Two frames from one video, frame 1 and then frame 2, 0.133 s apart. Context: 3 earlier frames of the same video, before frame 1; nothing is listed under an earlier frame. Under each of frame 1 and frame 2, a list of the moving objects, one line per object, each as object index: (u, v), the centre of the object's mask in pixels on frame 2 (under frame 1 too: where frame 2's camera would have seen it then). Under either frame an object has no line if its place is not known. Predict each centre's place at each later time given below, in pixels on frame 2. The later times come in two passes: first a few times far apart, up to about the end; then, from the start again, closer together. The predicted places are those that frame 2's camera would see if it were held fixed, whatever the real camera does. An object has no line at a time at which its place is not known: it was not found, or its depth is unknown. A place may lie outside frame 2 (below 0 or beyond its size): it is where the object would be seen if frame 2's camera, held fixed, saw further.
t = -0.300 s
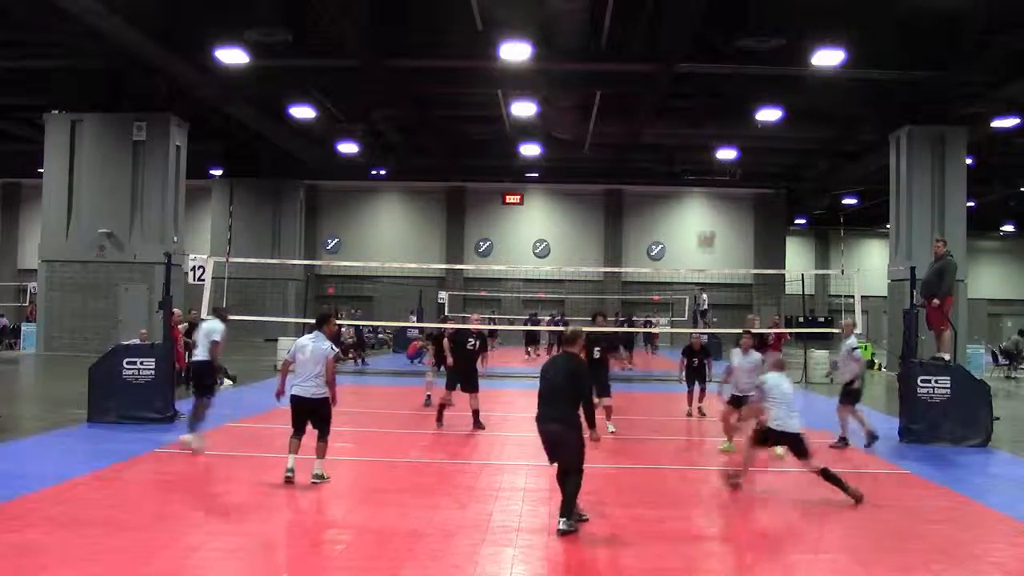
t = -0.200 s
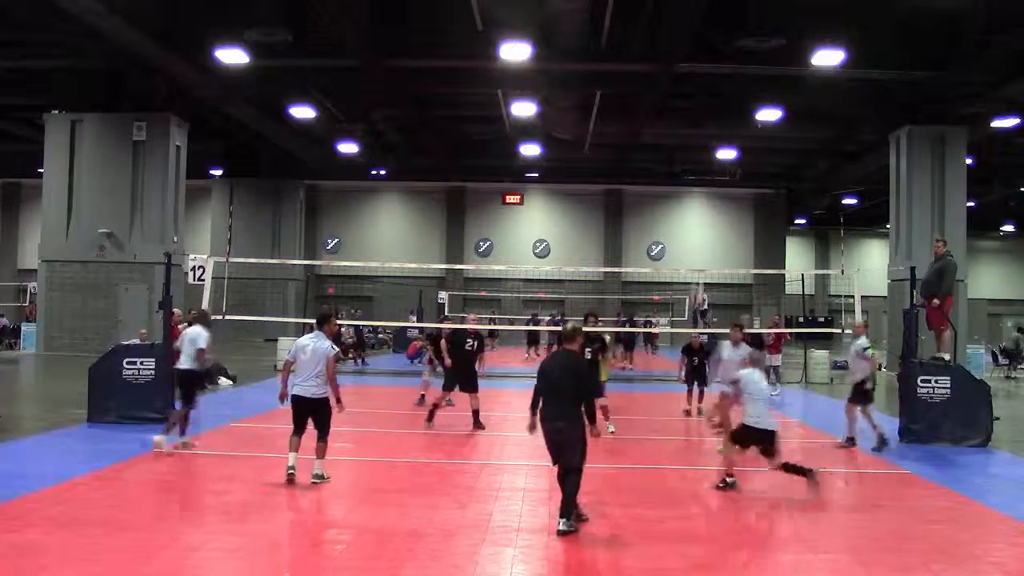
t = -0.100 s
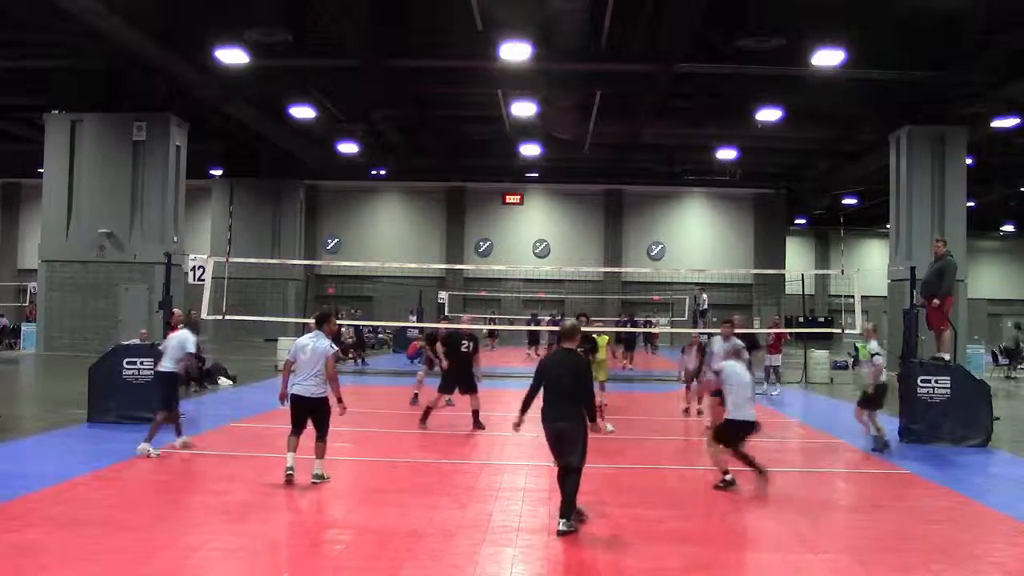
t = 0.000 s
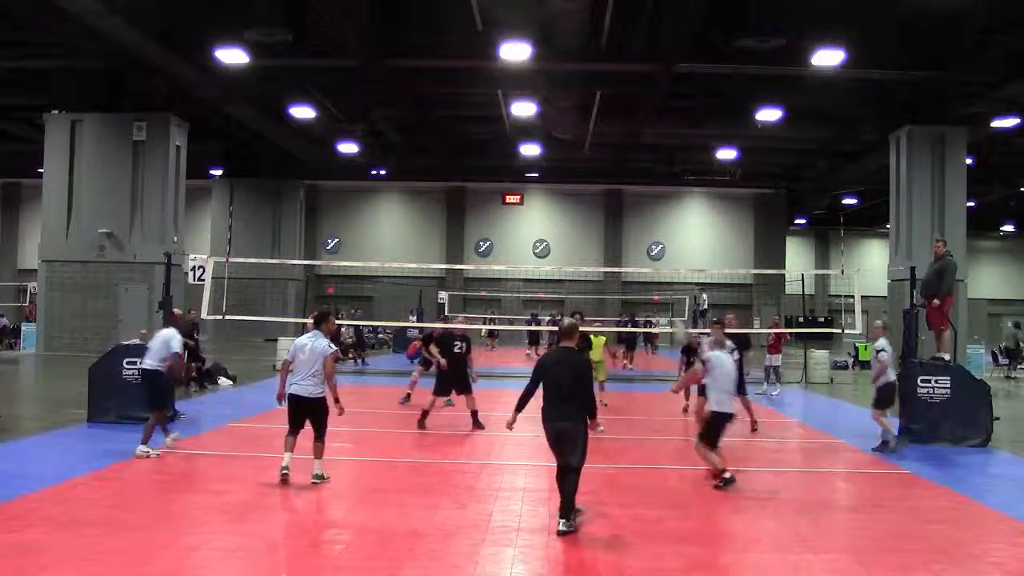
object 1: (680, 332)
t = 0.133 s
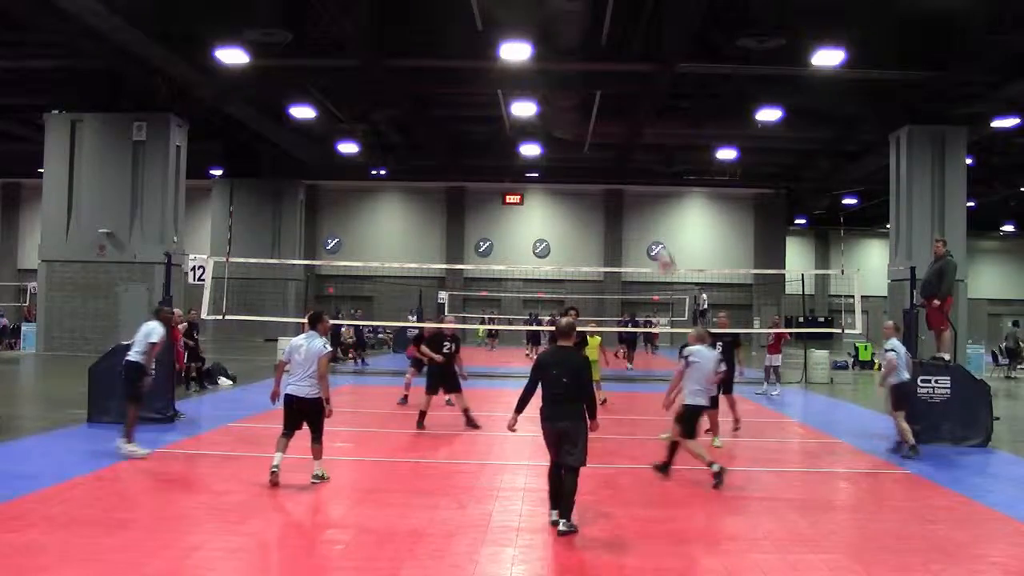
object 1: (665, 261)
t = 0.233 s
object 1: (658, 220)
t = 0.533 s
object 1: (629, 163)
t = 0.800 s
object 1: (606, 172)
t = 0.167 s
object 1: (661, 244)
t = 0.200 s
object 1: (659, 232)
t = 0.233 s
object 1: (658, 220)
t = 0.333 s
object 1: (645, 193)
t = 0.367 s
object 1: (643, 183)
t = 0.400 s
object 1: (640, 178)
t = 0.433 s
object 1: (636, 173)
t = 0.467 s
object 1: (634, 169)
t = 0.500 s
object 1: (632, 165)
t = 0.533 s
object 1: (629, 163)
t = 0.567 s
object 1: (626, 161)
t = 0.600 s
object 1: (623, 160)
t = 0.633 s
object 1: (621, 160)
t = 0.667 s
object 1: (618, 161)
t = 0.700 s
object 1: (615, 163)
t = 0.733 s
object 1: (612, 165)
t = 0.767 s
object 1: (610, 168)
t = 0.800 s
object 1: (606, 172)
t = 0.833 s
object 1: (604, 177)
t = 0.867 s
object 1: (602, 182)
